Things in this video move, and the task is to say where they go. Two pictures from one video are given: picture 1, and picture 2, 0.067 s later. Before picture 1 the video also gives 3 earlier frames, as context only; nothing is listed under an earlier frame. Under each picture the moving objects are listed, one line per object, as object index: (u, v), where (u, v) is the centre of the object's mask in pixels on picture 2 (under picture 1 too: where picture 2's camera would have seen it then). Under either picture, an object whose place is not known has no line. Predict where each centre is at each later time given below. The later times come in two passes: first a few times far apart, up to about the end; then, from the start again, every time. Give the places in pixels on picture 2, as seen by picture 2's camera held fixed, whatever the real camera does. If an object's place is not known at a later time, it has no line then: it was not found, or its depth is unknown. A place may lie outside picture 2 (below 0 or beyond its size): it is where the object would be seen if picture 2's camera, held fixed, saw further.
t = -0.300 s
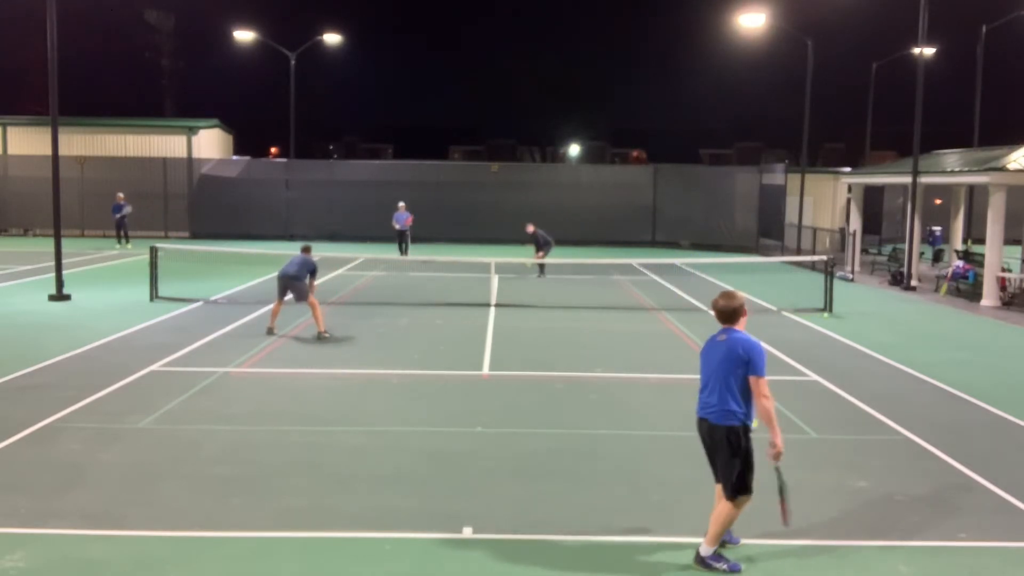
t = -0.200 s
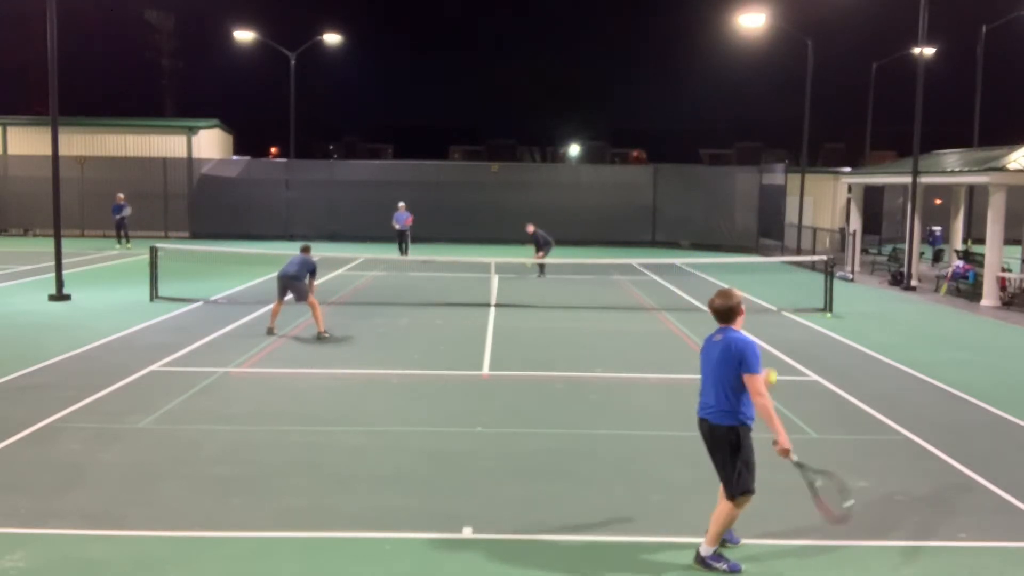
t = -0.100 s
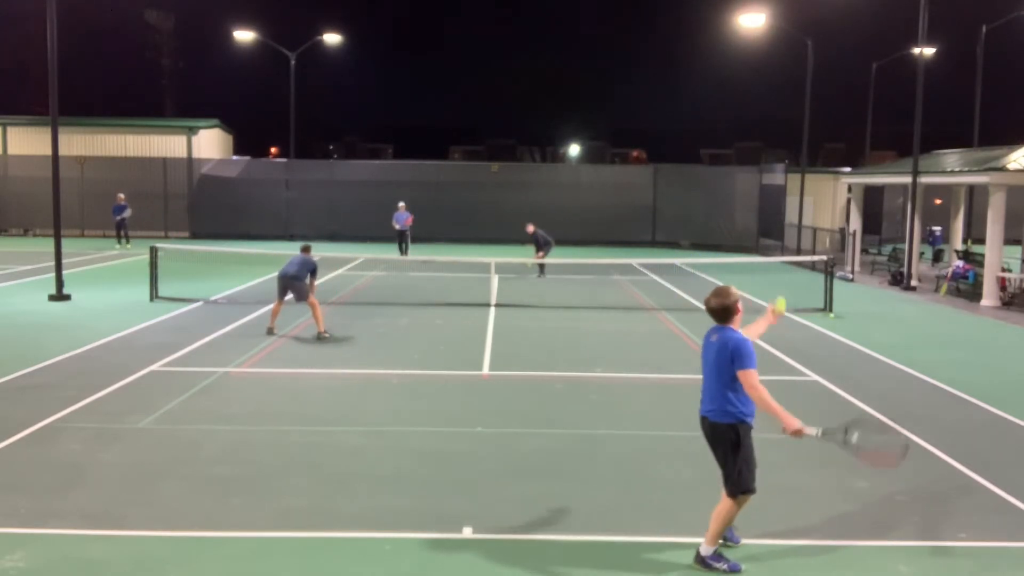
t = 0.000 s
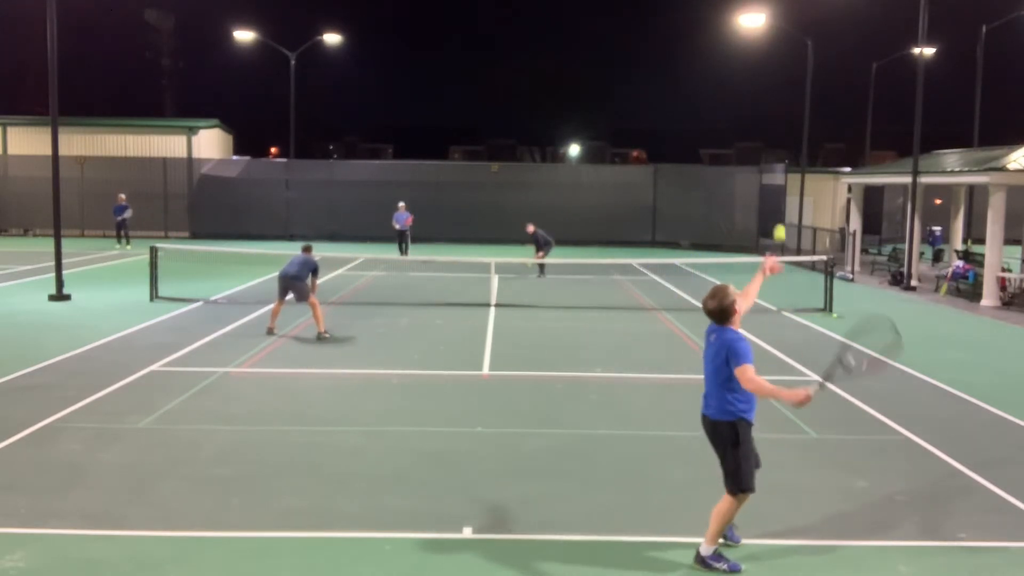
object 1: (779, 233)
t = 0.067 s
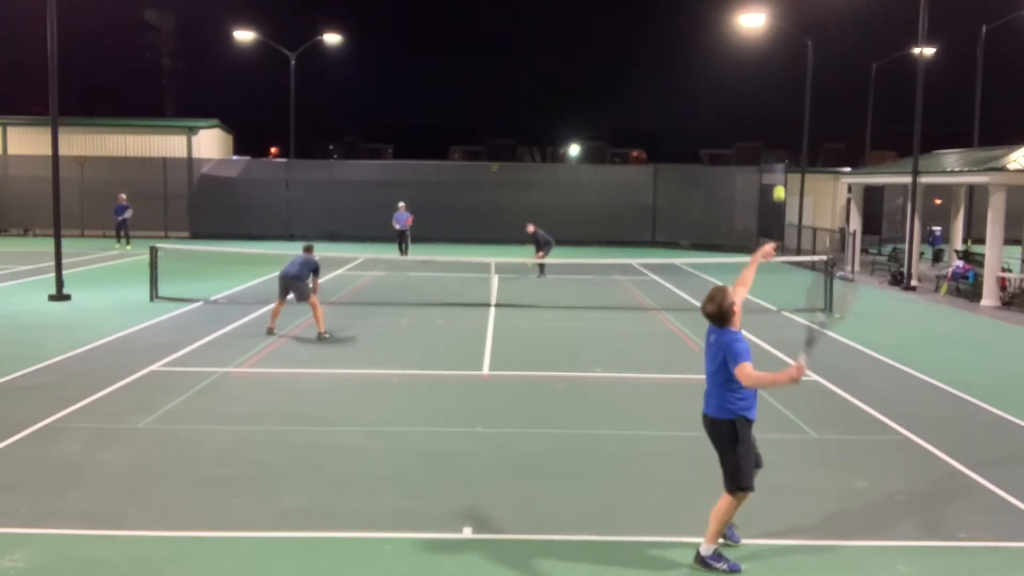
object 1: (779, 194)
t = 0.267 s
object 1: (775, 113)
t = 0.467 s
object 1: (768, 95)
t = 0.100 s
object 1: (778, 175)
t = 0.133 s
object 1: (778, 160)
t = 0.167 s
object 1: (777, 146)
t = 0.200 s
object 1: (776, 134)
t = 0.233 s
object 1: (776, 123)
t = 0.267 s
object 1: (775, 113)
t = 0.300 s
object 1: (774, 106)
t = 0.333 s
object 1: (773, 101)
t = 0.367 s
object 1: (772, 97)
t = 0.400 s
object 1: (771, 94)
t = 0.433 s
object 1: (770, 94)
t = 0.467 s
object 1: (768, 95)
